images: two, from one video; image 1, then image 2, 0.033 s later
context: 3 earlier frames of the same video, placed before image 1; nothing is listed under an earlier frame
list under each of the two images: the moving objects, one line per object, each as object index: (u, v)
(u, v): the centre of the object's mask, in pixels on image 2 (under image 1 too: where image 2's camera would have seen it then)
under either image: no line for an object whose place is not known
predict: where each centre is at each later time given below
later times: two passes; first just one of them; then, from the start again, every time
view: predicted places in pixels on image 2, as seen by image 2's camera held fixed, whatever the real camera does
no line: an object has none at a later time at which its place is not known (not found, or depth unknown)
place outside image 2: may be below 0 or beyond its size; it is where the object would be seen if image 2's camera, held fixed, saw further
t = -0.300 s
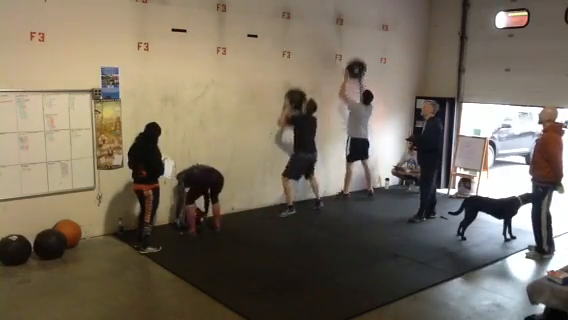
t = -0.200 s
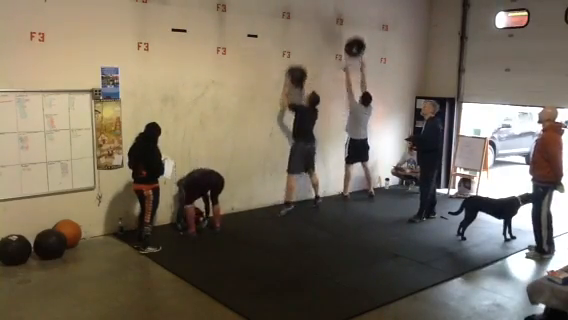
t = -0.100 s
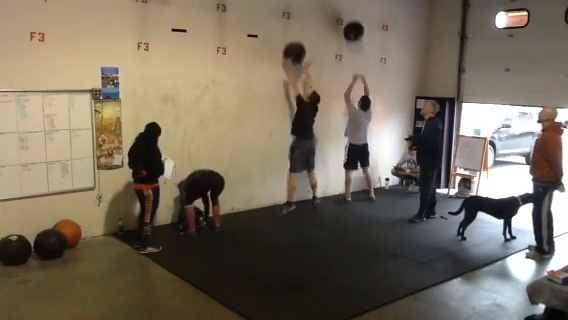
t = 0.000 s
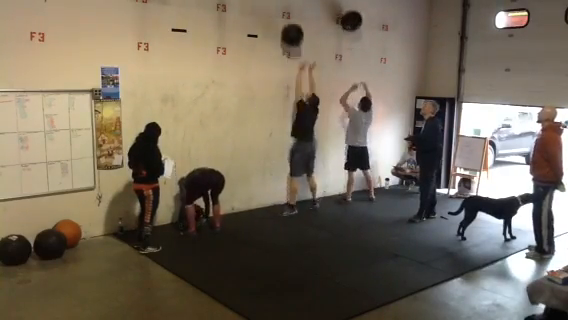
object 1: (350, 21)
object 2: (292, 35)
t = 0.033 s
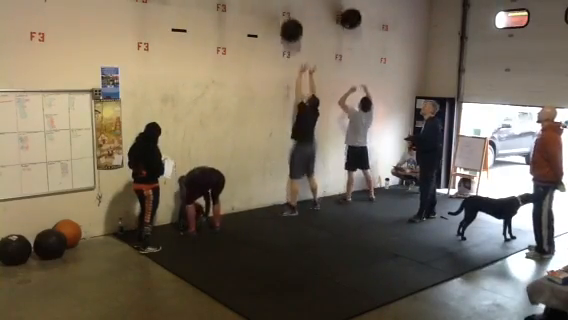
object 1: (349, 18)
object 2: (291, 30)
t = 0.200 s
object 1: (349, 17)
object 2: (289, 18)
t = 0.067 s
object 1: (349, 17)
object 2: (290, 26)
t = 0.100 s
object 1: (349, 16)
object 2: (289, 23)
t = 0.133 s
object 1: (348, 16)
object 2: (289, 21)
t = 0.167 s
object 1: (349, 16)
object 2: (288, 19)
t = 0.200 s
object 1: (349, 17)
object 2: (289, 18)
